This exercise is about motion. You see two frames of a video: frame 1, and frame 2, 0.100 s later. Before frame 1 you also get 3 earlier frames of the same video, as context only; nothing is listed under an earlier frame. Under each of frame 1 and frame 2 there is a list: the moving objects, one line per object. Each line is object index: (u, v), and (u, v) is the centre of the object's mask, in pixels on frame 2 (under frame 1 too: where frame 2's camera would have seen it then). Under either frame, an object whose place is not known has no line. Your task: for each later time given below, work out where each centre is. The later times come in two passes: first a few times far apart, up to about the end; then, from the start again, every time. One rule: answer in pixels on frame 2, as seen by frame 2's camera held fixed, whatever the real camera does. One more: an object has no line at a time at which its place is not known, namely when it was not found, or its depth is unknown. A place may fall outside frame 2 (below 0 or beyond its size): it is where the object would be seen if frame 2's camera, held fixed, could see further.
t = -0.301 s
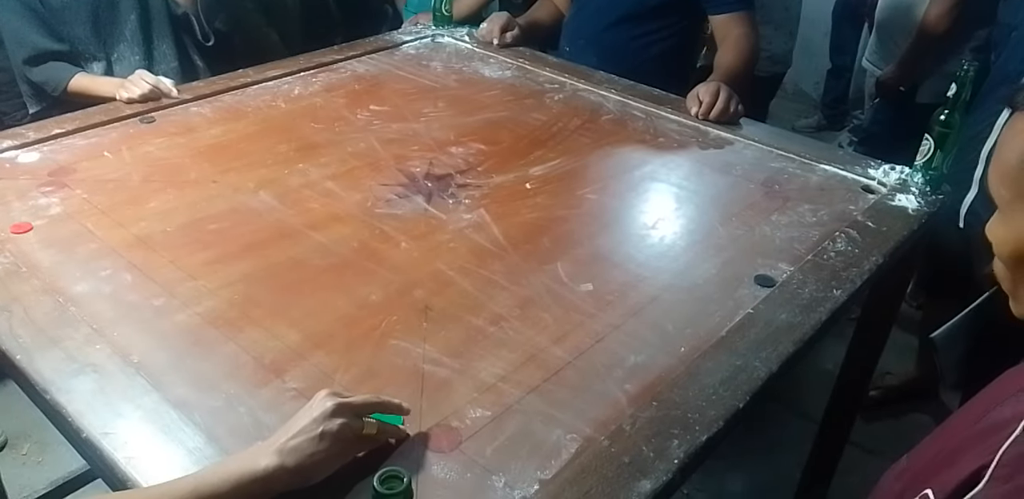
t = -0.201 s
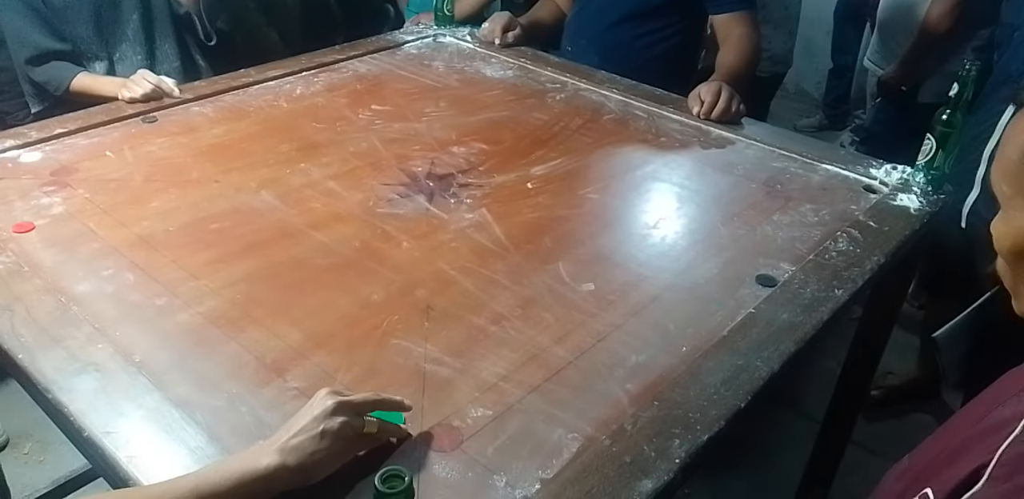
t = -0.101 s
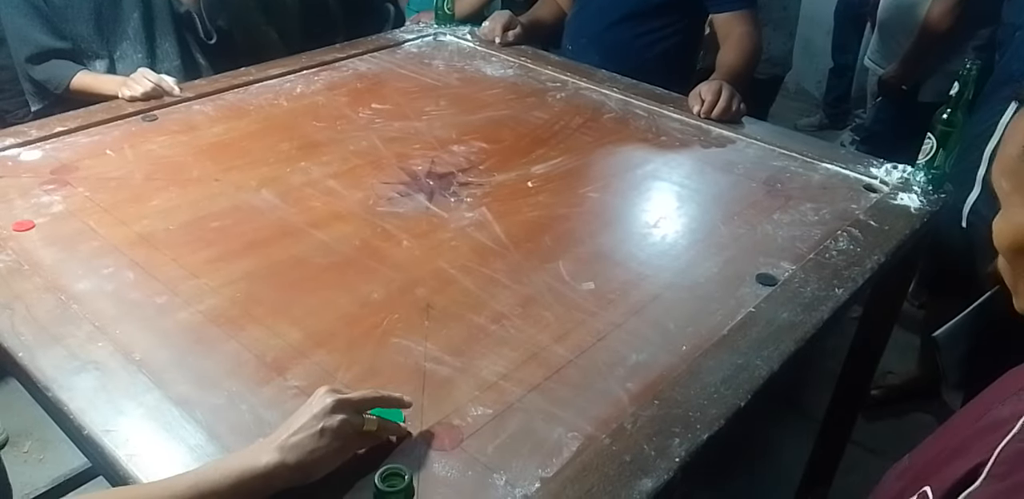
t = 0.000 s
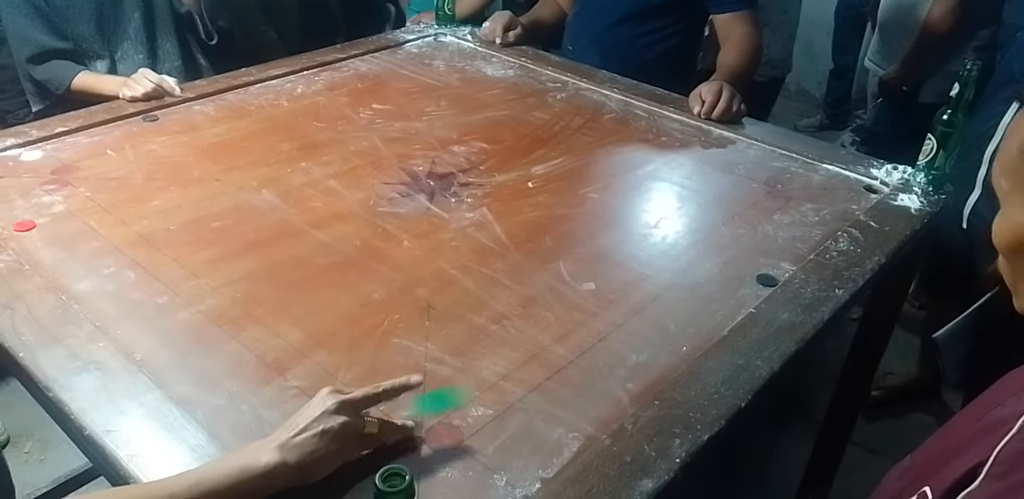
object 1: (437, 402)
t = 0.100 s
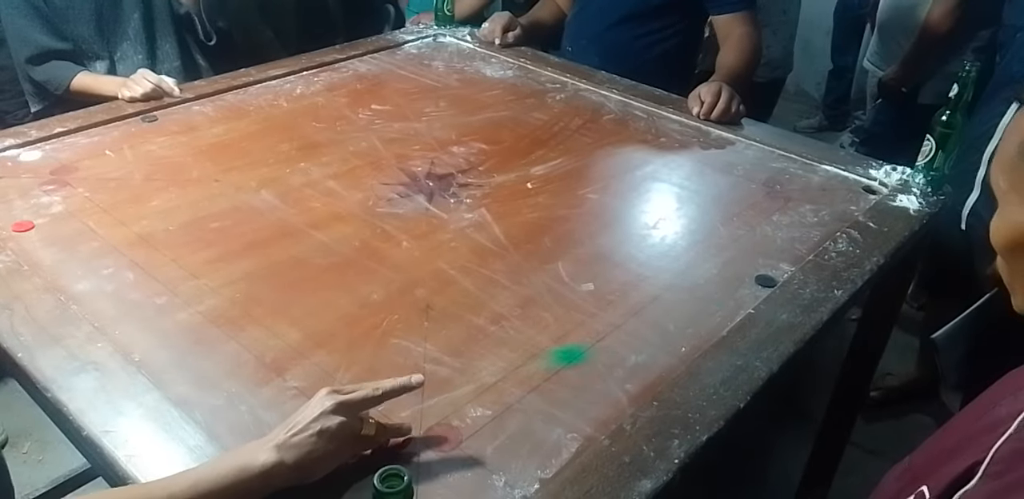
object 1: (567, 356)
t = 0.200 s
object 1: (671, 320)
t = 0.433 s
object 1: (756, 283)
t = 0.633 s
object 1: (756, 282)
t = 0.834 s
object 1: (756, 283)
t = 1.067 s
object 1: (756, 283)
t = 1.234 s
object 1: (756, 282)
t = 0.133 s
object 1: (604, 343)
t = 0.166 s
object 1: (640, 331)
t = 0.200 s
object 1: (671, 320)
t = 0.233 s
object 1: (702, 310)
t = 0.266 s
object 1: (728, 300)
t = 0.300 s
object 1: (754, 291)
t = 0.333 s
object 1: (756, 288)
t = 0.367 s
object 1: (756, 286)
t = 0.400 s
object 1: (756, 284)
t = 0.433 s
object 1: (756, 283)
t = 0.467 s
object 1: (756, 283)
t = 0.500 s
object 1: (756, 283)
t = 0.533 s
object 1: (756, 283)
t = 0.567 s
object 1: (756, 282)
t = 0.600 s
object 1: (756, 283)
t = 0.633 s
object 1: (756, 282)
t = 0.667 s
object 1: (756, 283)
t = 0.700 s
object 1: (756, 283)
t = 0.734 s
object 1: (756, 283)
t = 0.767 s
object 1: (756, 283)
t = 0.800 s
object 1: (756, 283)
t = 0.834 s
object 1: (756, 283)
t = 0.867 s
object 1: (756, 283)
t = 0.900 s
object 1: (756, 283)
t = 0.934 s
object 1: (756, 283)
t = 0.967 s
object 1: (756, 282)
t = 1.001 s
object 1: (756, 283)
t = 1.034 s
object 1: (756, 283)
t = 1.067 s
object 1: (756, 283)
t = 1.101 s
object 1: (756, 283)
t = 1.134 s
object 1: (756, 283)
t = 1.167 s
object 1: (756, 282)
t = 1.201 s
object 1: (756, 283)
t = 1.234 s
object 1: (756, 282)
